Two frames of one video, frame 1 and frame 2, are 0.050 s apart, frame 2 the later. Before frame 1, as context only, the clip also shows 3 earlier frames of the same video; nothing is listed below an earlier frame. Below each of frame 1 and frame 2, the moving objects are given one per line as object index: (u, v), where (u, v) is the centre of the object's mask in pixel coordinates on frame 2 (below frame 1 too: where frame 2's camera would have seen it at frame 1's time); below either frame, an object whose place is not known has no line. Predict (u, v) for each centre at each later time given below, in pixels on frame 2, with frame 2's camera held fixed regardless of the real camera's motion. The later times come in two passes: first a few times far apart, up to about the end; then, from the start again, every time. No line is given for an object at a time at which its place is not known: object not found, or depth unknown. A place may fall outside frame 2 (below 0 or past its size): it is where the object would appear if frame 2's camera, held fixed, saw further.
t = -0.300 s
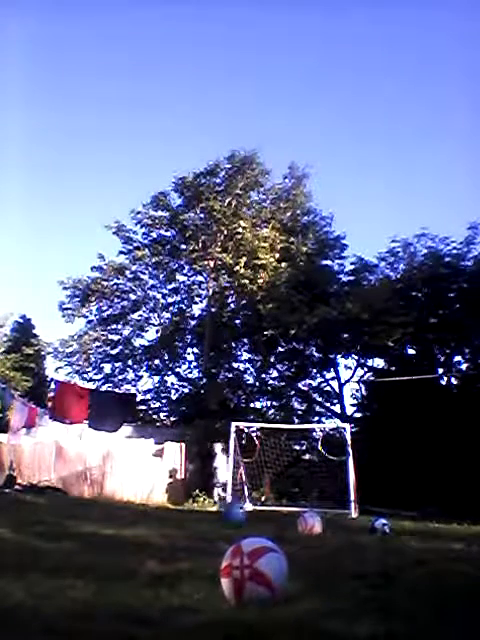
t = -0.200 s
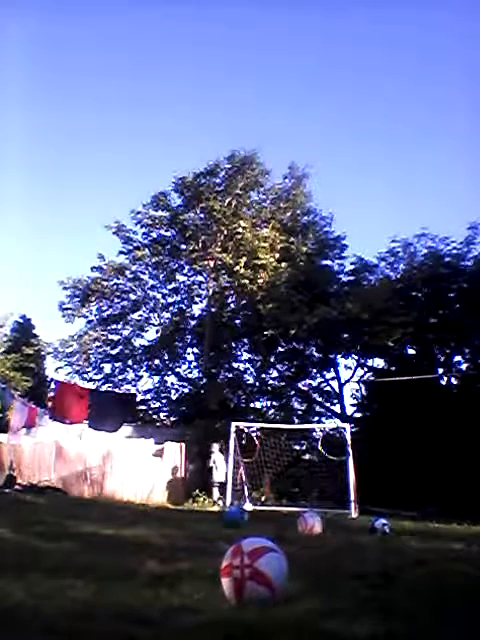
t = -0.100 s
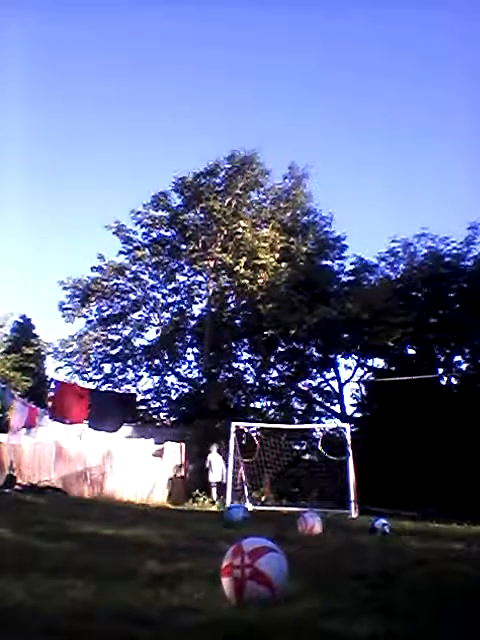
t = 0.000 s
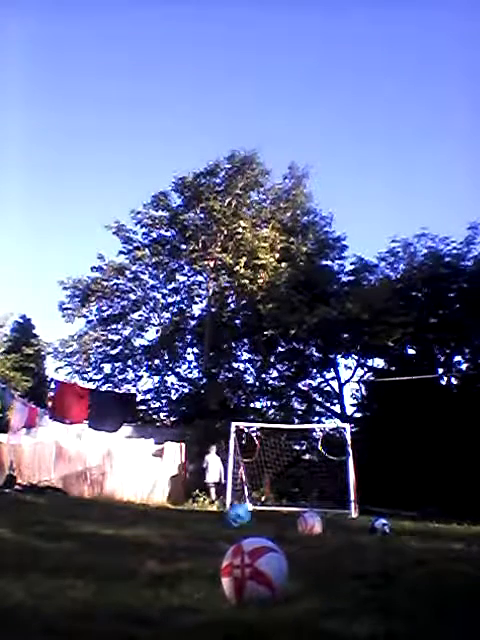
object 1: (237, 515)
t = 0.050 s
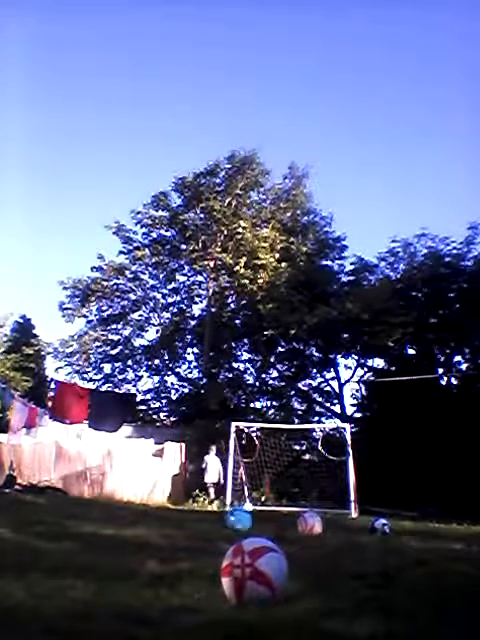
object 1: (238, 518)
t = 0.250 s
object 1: (239, 521)
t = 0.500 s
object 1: (240, 521)
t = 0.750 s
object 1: (241, 523)
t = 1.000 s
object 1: (251, 522)
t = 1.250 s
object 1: (259, 524)
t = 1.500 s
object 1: (270, 525)
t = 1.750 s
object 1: (289, 533)
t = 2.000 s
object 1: (296, 536)
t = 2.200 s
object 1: (309, 536)
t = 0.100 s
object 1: (238, 518)
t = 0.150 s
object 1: (239, 520)
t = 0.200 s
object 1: (238, 520)
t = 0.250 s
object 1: (239, 521)
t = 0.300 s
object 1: (240, 520)
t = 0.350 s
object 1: (240, 520)
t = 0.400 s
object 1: (238, 519)
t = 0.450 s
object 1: (237, 520)
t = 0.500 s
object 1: (240, 521)
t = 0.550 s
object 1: (240, 521)
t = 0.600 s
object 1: (240, 521)
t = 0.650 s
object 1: (240, 521)
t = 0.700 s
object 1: (241, 522)
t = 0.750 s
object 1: (241, 523)
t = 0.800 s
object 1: (243, 522)
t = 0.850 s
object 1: (246, 524)
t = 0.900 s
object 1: (249, 525)
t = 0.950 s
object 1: (250, 523)
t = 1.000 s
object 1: (251, 522)
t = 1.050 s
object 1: (254, 524)
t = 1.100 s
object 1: (256, 525)
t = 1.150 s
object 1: (256, 524)
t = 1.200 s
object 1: (258, 524)
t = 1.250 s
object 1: (259, 524)
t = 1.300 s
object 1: (265, 525)
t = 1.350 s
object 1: (269, 525)
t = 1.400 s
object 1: (270, 526)
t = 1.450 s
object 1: (270, 526)
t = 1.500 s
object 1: (270, 525)
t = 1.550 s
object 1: (270, 525)
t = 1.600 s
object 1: (274, 526)
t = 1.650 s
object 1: (283, 529)
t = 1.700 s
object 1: (286, 532)
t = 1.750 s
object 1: (289, 533)
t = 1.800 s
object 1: (289, 532)
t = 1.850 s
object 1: (292, 533)
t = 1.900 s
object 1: (293, 532)
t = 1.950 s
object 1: (295, 535)
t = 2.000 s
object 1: (296, 536)
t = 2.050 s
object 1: (297, 536)
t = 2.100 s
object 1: (298, 536)
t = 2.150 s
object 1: (306, 537)
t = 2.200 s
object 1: (309, 536)
